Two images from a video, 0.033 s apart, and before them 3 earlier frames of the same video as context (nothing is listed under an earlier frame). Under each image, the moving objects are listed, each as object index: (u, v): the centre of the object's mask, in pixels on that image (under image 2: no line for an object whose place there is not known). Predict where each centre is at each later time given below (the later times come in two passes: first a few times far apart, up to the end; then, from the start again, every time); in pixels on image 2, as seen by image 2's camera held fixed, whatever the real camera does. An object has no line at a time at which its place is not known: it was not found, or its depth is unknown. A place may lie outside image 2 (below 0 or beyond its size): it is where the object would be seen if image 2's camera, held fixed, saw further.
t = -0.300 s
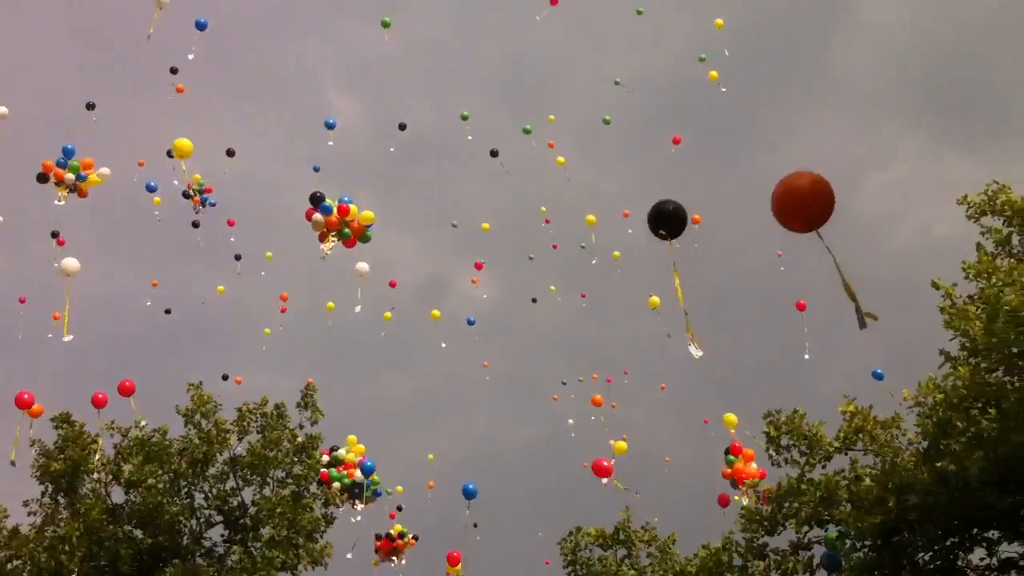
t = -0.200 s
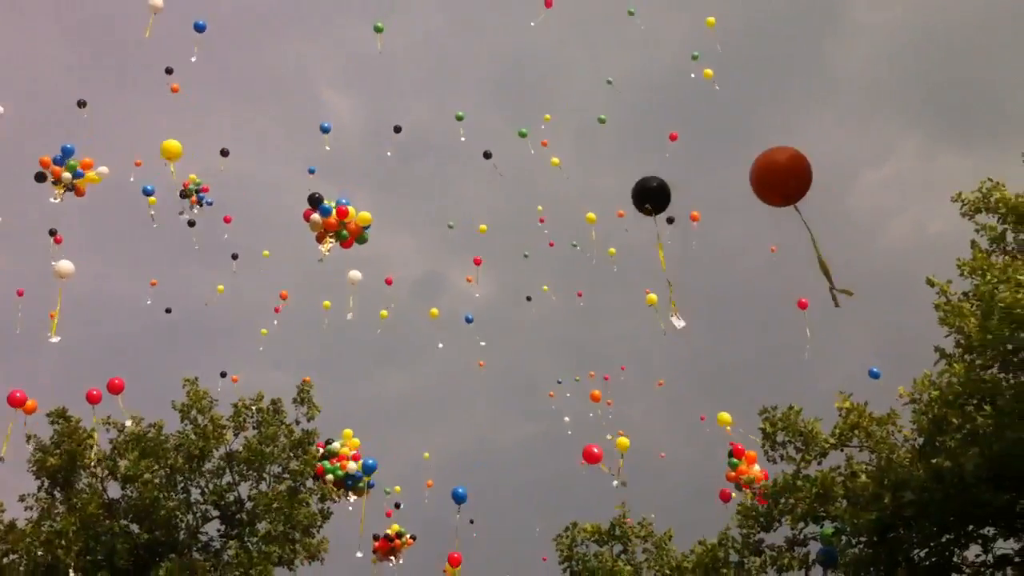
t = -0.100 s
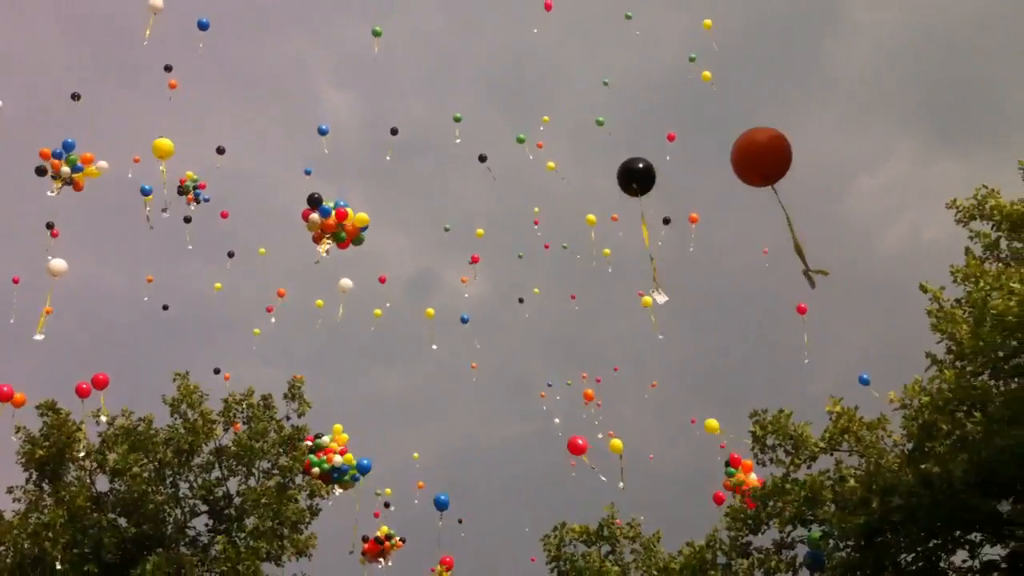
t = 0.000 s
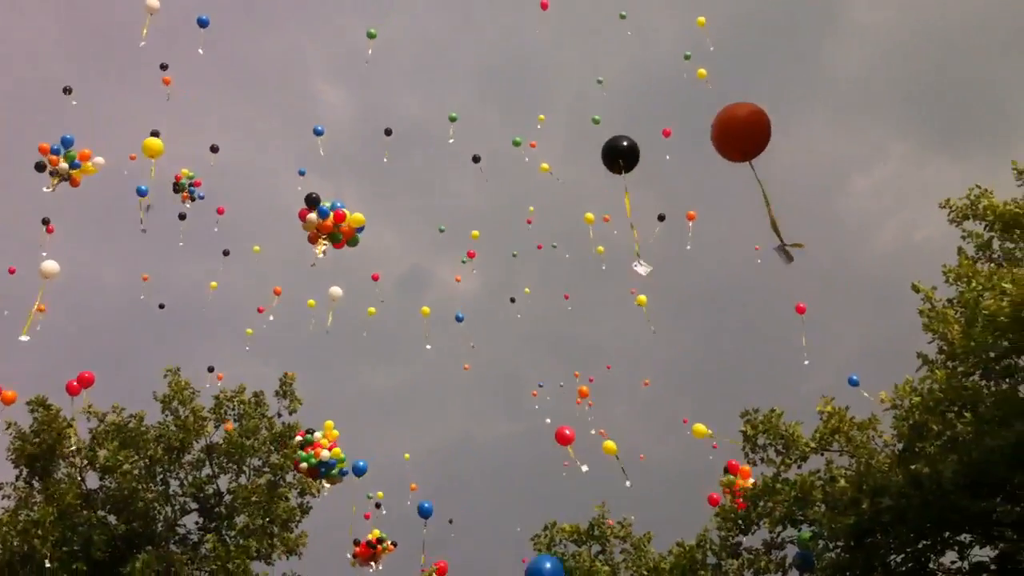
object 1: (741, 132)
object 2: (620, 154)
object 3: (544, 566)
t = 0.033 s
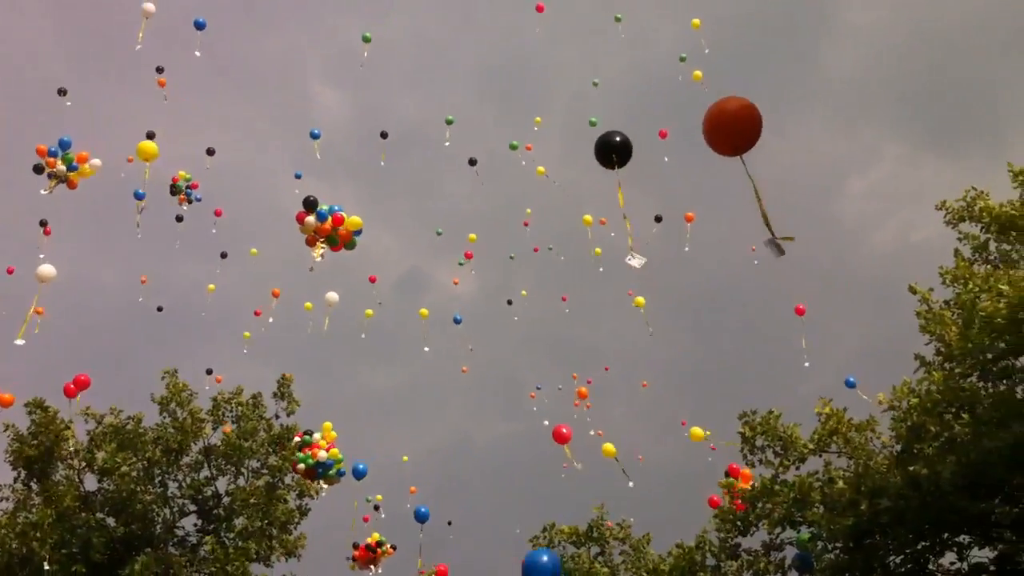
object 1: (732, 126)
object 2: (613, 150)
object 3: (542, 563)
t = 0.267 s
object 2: (588, 104)
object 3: (525, 511)
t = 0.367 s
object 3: (516, 484)
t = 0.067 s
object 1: (727, 119)
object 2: (609, 144)
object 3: (540, 558)
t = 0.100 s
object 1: (722, 110)
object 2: (605, 136)
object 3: (537, 552)
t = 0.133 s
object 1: (719, 102)
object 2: (603, 129)
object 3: (535, 544)
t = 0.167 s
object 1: (715, 94)
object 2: (599, 123)
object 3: (532, 535)
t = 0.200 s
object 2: (595, 117)
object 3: (530, 526)
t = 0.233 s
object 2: (591, 110)
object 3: (528, 519)
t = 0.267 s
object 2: (588, 104)
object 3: (525, 511)
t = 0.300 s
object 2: (584, 97)
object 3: (522, 501)
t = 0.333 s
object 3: (519, 492)
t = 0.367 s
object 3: (516, 484)
